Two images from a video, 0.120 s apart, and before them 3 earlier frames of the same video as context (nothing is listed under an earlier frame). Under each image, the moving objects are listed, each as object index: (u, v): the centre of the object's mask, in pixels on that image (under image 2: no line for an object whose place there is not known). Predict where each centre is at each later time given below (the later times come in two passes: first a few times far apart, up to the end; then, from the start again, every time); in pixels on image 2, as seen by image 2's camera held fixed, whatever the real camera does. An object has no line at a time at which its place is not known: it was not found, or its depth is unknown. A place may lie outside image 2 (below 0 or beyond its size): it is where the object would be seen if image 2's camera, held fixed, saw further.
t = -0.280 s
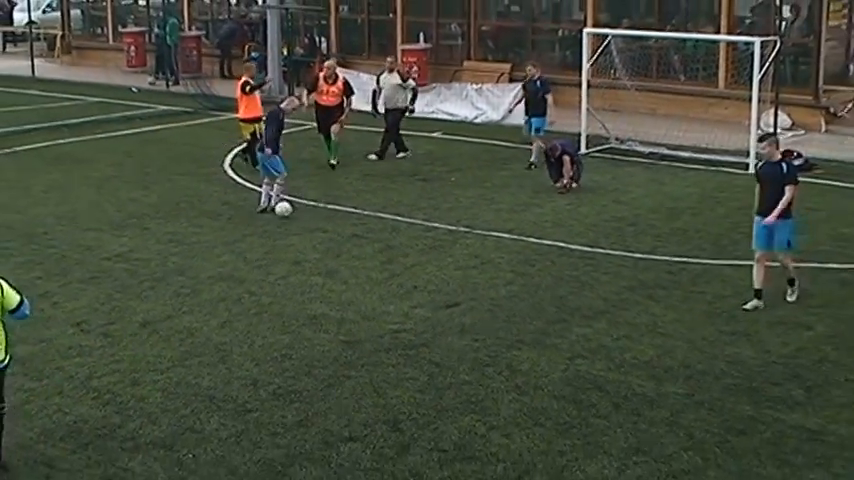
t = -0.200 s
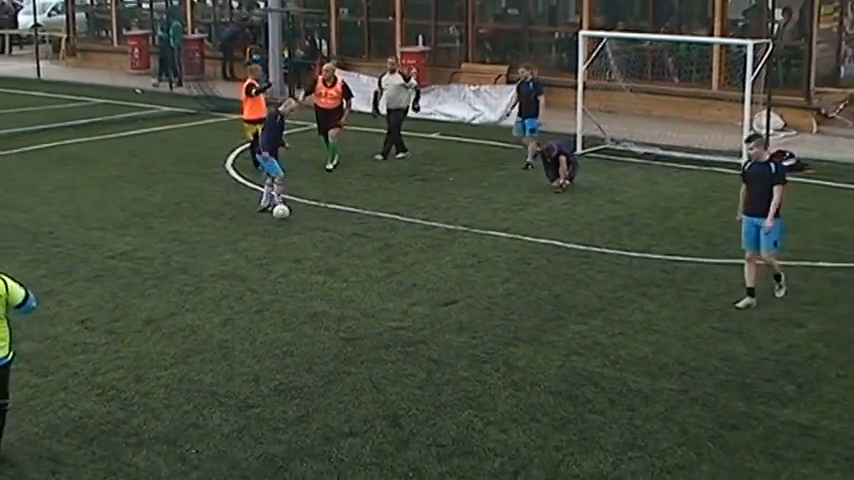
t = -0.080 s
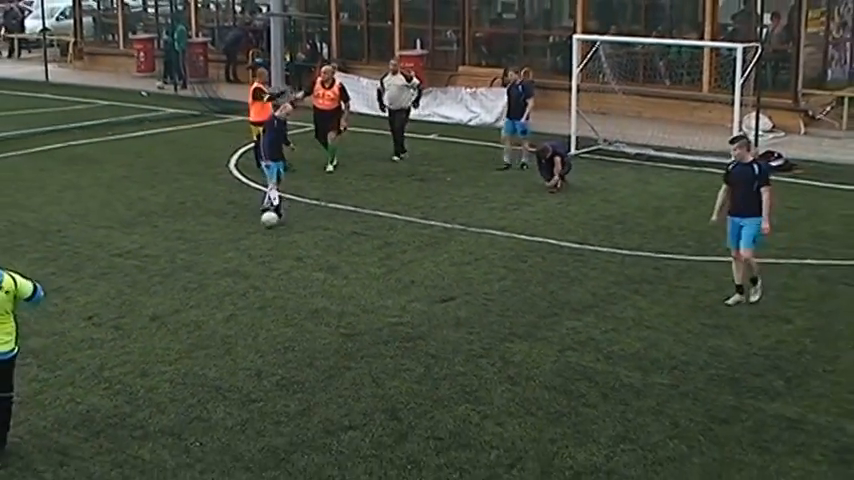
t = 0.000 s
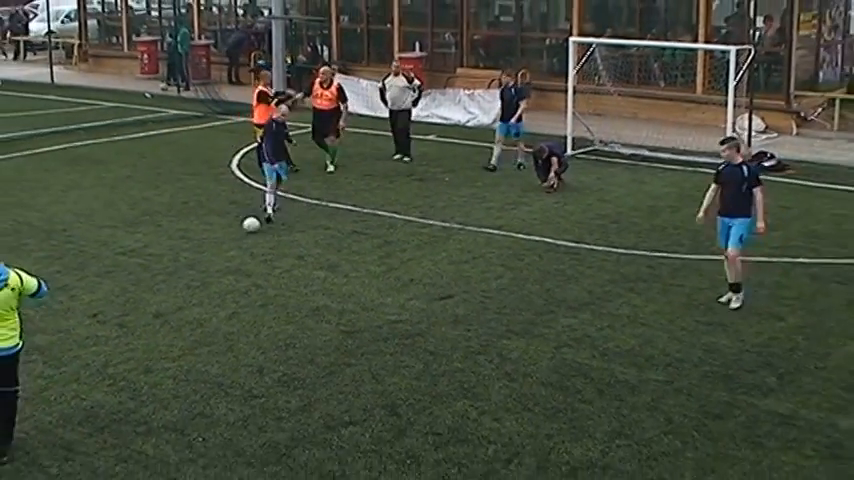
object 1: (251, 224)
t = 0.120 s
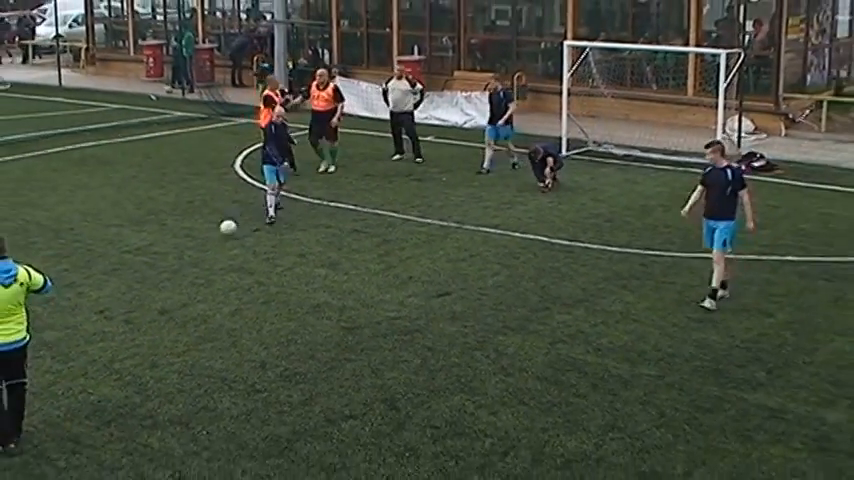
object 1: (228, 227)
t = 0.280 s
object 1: (194, 240)
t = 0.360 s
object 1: (176, 246)
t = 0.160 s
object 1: (219, 231)
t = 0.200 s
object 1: (211, 237)
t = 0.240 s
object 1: (202, 239)
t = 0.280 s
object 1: (194, 240)
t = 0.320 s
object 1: (185, 243)
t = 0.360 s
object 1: (176, 246)
